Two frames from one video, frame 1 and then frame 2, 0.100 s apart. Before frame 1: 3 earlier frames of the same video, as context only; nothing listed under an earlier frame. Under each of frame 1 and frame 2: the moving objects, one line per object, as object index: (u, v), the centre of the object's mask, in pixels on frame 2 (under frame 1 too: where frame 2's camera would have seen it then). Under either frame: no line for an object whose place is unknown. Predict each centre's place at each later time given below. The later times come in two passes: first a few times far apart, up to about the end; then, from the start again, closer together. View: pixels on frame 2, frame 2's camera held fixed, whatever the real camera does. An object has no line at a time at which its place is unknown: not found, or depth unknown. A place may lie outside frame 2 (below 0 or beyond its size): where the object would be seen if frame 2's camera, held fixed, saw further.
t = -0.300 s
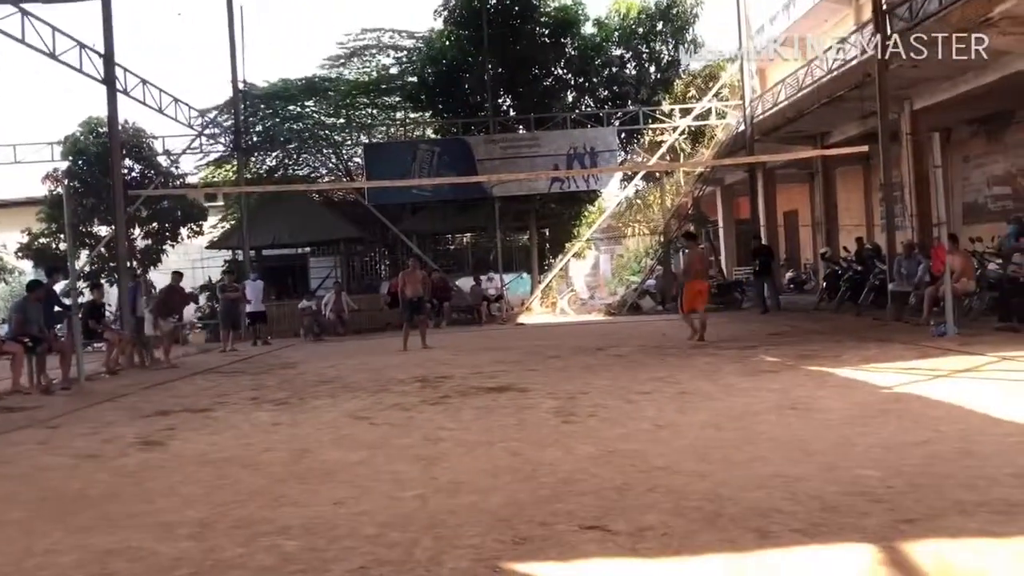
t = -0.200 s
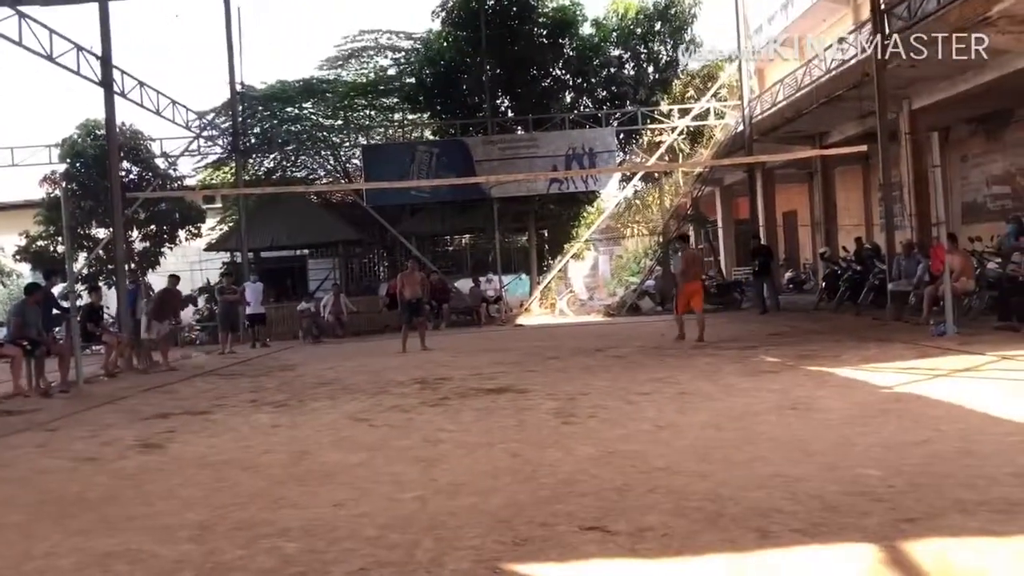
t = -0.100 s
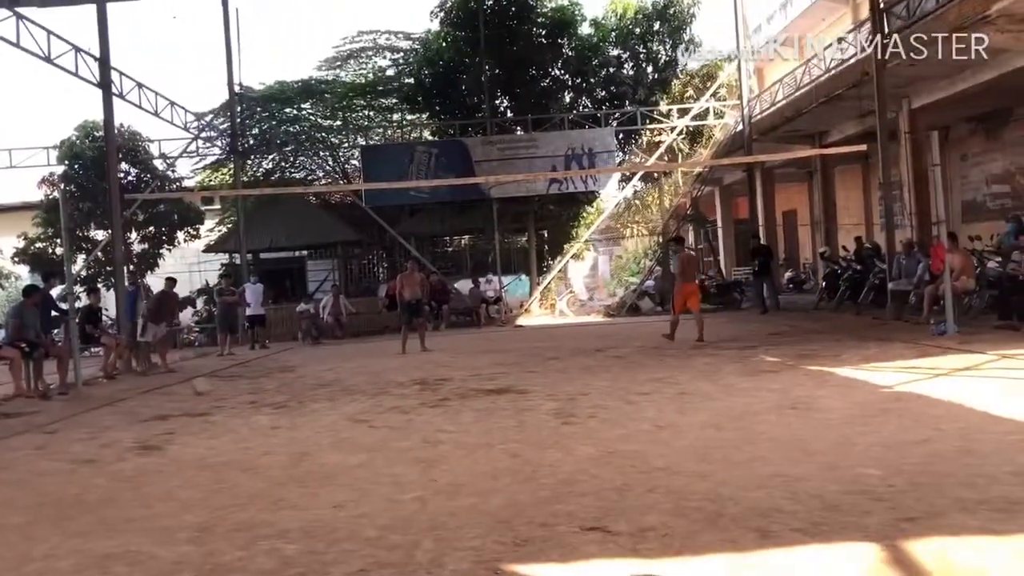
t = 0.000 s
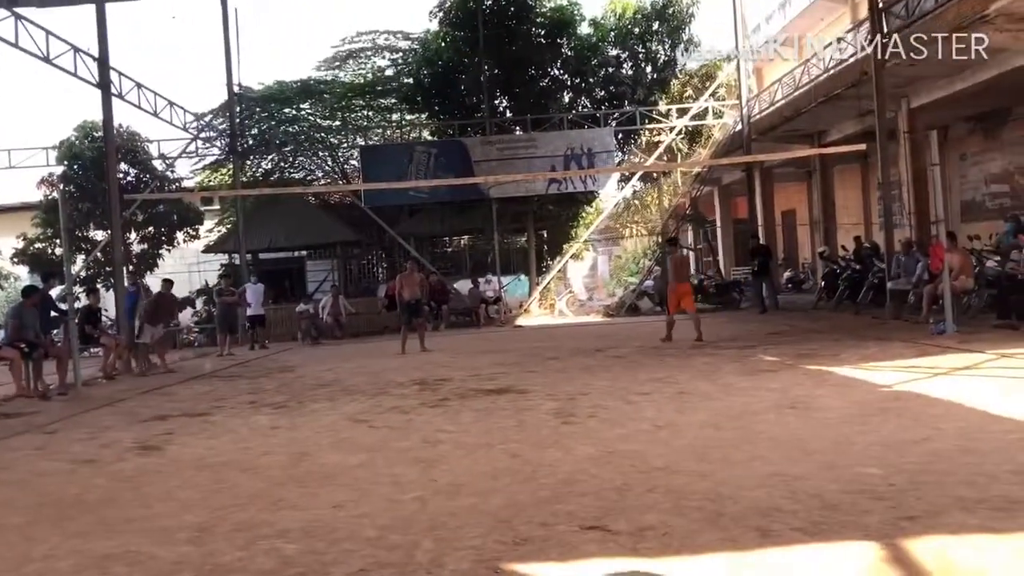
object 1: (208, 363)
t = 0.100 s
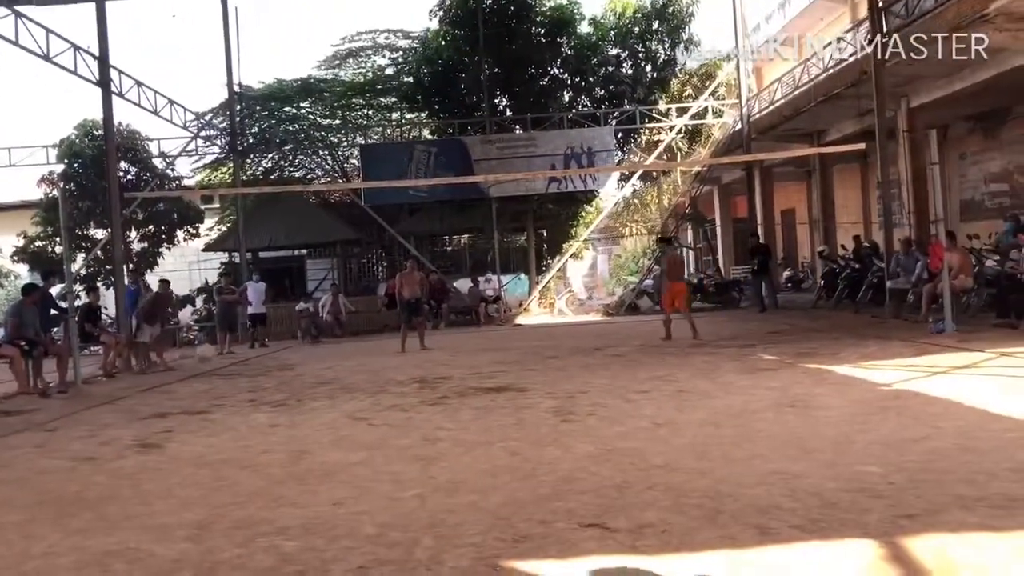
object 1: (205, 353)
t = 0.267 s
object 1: (210, 350)
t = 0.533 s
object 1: (225, 390)
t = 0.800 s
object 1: (236, 369)
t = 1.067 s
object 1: (252, 395)
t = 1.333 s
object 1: (264, 388)
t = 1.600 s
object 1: (283, 398)
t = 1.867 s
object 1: (304, 425)
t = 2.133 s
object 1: (321, 422)
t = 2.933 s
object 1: (389, 465)
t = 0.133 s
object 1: (206, 349)
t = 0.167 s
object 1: (206, 349)
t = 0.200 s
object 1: (207, 348)
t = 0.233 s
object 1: (209, 349)
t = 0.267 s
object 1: (210, 350)
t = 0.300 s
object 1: (212, 354)
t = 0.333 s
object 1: (214, 356)
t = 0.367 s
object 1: (216, 361)
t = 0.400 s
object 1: (217, 364)
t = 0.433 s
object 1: (219, 375)
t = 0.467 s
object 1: (220, 383)
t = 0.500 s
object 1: (225, 391)
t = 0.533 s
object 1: (225, 390)
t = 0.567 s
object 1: (225, 383)
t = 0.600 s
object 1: (228, 378)
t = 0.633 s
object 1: (228, 373)
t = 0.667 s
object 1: (229, 371)
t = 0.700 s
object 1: (230, 370)
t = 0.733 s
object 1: (233, 368)
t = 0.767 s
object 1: (235, 368)
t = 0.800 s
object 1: (236, 369)
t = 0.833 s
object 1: (238, 371)
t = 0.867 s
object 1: (240, 374)
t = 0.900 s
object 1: (242, 378)
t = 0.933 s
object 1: (244, 383)
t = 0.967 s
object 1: (248, 390)
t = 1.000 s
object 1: (247, 399)
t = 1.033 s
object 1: (248, 401)
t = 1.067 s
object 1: (252, 395)
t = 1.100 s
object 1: (253, 390)
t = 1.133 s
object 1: (254, 388)
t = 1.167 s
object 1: (256, 382)
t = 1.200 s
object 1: (257, 382)
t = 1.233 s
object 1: (258, 382)
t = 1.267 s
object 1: (259, 382)
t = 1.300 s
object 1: (261, 384)
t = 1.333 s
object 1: (264, 388)
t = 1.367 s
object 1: (266, 391)
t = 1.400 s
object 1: (268, 396)
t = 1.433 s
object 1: (271, 403)
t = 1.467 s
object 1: (274, 413)
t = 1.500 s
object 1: (276, 411)
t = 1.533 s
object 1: (278, 405)
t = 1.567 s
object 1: (280, 401)
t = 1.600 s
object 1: (283, 398)
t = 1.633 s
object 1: (284, 397)
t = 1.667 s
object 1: (286, 397)
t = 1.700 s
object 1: (287, 398)
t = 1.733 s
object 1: (289, 400)
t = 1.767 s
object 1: (293, 404)
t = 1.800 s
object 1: (296, 410)
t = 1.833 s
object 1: (299, 416)
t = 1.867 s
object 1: (304, 425)
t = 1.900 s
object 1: (304, 419)
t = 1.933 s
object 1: (305, 414)
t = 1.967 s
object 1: (308, 412)
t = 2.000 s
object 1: (310, 412)
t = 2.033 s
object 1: (312, 412)
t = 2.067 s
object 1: (315, 414)
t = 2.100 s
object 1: (318, 418)
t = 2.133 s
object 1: (321, 422)
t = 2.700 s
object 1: (366, 450)
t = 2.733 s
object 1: (370, 456)
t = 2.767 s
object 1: (373, 458)
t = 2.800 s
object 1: (376, 457)
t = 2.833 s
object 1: (379, 456)
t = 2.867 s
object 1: (382, 457)
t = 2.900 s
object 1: (385, 460)
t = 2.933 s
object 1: (389, 465)
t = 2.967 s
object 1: (392, 469)
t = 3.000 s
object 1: (396, 467)
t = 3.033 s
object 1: (400, 466)
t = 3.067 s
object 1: (403, 467)
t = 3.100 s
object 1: (408, 472)
